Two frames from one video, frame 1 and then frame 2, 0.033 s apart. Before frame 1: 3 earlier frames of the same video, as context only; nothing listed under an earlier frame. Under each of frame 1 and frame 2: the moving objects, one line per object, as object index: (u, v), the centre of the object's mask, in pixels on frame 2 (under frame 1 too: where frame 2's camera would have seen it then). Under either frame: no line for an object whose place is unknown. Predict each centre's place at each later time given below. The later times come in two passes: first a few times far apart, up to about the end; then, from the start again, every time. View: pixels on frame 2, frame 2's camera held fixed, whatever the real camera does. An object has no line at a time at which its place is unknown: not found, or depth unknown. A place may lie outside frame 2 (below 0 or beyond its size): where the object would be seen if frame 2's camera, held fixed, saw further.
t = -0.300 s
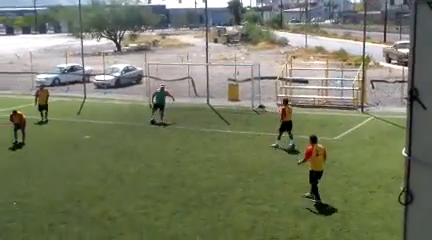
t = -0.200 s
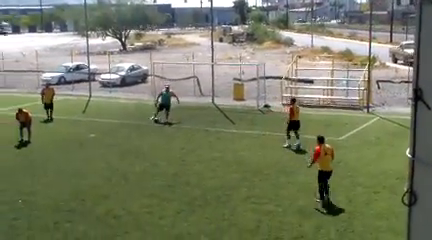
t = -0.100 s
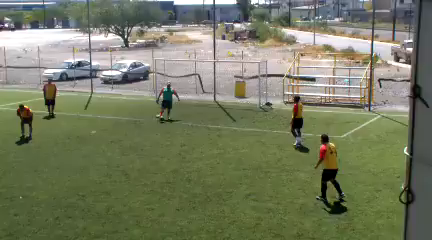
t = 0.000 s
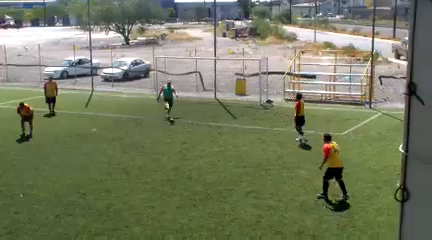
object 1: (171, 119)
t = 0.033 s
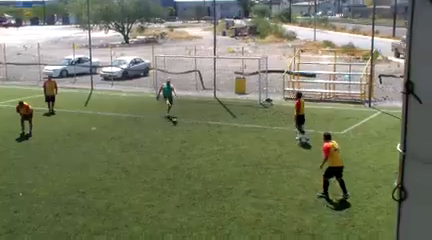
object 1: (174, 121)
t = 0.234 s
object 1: (192, 130)
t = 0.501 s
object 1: (218, 142)
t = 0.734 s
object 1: (239, 152)
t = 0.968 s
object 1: (262, 162)
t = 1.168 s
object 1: (283, 172)
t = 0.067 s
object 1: (178, 124)
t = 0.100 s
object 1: (180, 125)
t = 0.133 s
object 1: (184, 126)
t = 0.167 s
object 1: (187, 128)
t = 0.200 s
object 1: (190, 130)
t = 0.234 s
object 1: (192, 130)
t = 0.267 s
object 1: (196, 131)
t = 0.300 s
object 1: (199, 133)
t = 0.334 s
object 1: (202, 135)
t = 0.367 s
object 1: (205, 136)
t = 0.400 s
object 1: (208, 138)
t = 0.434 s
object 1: (211, 139)
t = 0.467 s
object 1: (215, 141)
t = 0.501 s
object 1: (218, 142)
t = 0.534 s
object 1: (221, 144)
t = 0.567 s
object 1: (224, 145)
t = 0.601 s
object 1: (226, 147)
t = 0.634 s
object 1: (230, 148)
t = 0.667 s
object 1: (233, 149)
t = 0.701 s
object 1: (236, 151)
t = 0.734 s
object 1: (239, 152)
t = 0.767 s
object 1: (242, 153)
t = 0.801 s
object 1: (245, 155)
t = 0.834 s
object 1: (248, 156)
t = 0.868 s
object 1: (252, 157)
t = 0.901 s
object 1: (255, 159)
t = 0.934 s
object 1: (258, 160)
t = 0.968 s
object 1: (262, 162)
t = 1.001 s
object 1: (265, 164)
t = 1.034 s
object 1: (268, 165)
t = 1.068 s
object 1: (272, 167)
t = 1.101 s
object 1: (276, 168)
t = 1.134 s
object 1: (279, 170)
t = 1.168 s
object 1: (283, 172)
